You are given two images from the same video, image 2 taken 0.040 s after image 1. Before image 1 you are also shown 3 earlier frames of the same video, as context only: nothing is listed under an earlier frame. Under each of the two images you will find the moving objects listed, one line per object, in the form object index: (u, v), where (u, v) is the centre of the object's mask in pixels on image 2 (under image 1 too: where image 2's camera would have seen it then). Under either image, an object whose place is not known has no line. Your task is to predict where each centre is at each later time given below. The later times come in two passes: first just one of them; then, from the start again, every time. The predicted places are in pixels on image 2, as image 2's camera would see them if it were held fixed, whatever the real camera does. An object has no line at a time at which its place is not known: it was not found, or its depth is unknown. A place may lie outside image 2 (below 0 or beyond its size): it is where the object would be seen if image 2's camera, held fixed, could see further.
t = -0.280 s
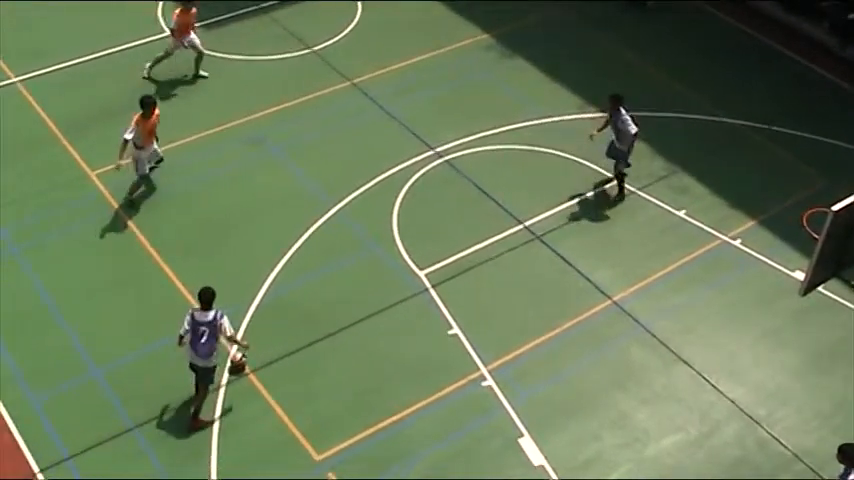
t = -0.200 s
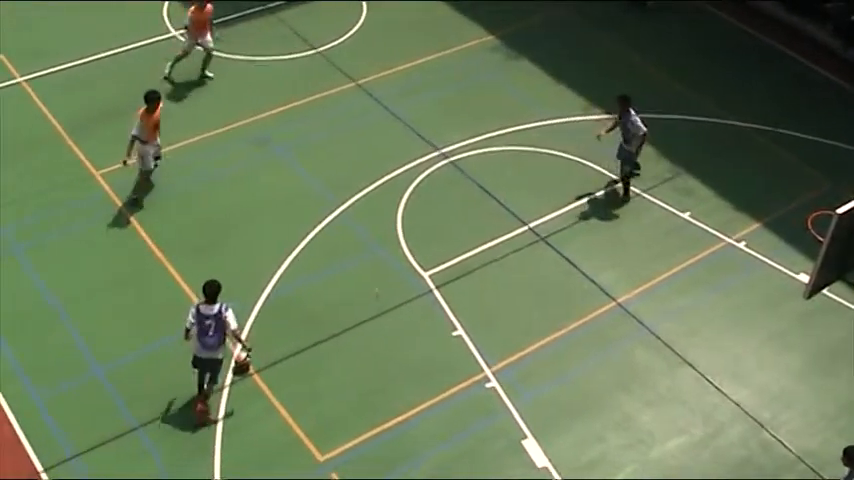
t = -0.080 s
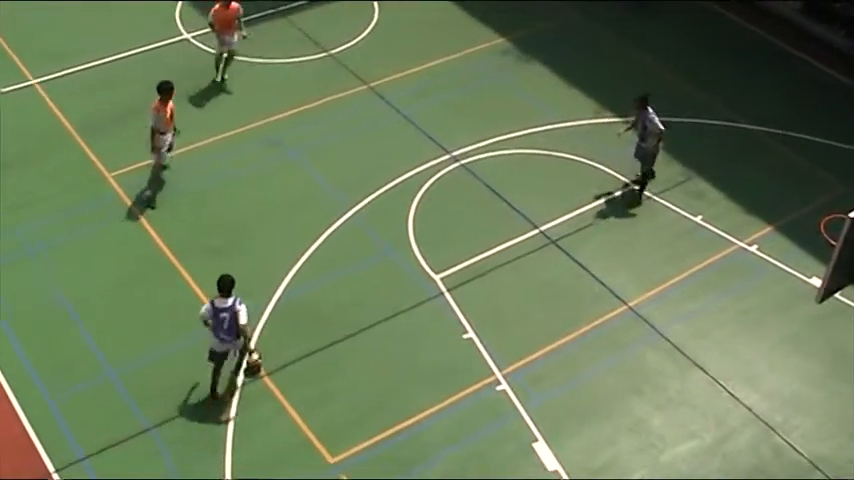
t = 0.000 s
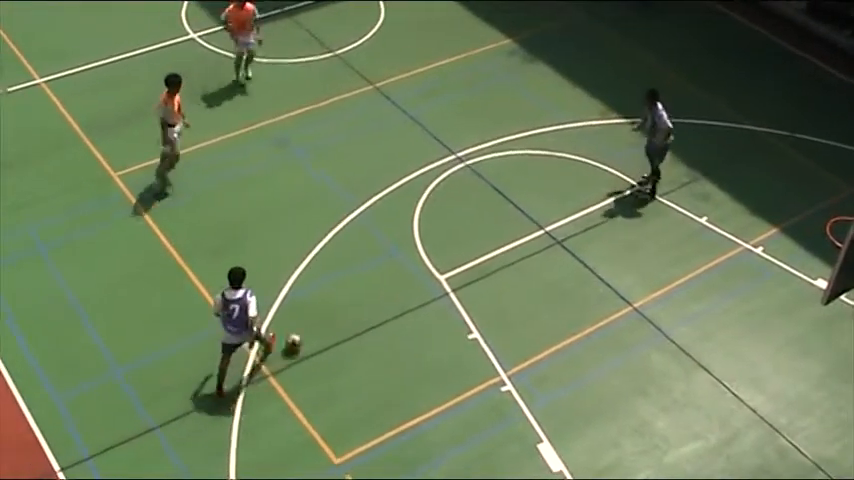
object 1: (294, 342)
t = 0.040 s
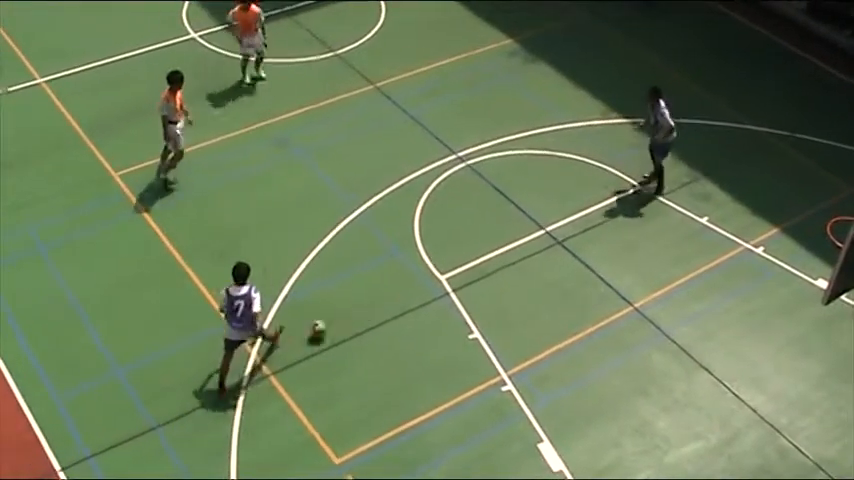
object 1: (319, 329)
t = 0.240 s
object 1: (427, 277)
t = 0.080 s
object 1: (343, 317)
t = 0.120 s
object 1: (366, 306)
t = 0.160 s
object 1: (387, 296)
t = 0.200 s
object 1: (407, 286)
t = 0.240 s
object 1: (427, 277)
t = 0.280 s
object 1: (446, 271)
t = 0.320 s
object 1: (463, 261)
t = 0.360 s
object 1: (479, 253)
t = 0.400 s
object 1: (494, 245)
